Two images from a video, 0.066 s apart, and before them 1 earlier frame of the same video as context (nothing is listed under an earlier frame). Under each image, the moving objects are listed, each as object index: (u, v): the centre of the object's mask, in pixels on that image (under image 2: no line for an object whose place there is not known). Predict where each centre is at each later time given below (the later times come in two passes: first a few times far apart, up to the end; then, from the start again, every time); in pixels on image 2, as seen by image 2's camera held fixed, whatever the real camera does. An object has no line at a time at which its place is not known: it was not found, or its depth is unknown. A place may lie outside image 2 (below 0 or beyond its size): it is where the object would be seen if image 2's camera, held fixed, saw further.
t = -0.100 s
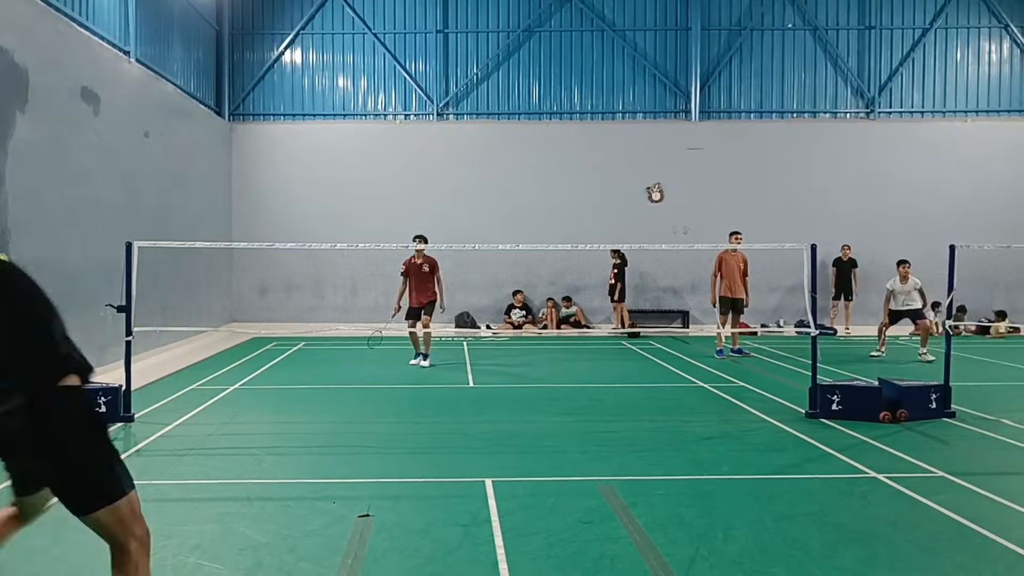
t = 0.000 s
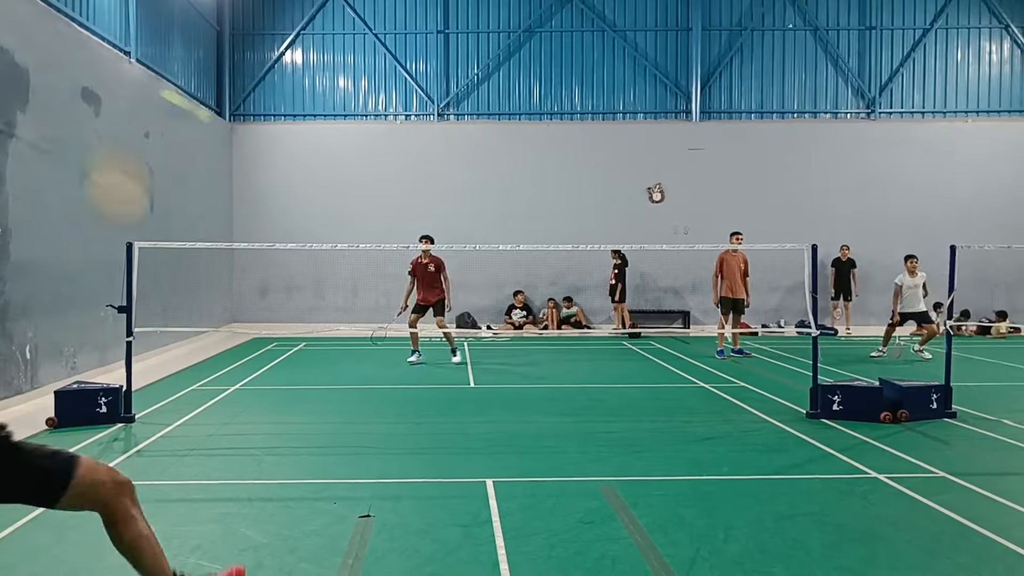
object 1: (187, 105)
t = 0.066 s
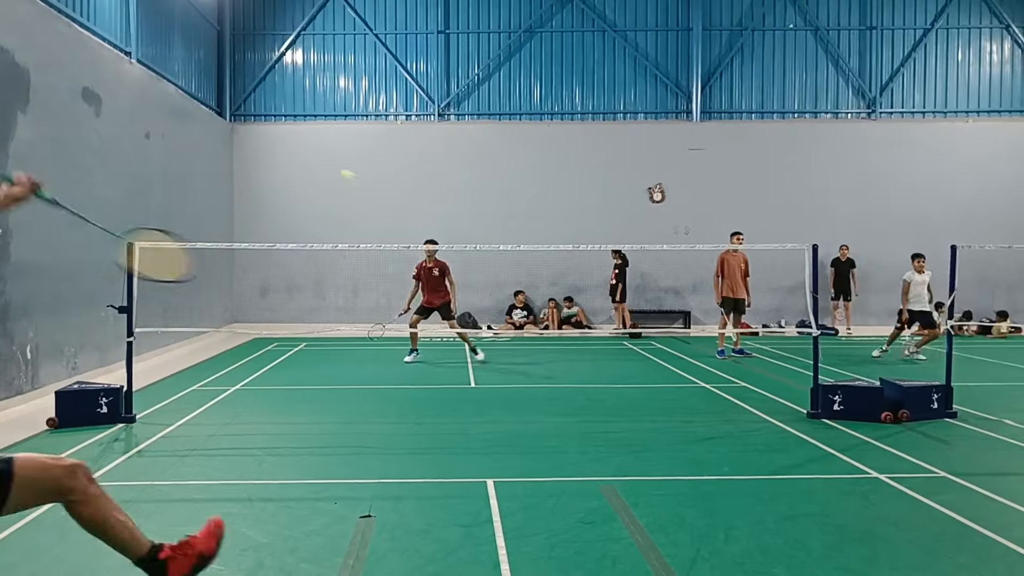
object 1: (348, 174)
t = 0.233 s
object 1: (448, 226)
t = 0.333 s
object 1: (477, 250)
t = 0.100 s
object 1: (385, 192)
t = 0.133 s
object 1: (409, 204)
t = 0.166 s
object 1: (427, 213)
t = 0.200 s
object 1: (435, 218)
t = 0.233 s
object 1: (448, 226)
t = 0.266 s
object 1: (460, 235)
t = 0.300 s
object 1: (468, 242)
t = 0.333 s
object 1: (477, 250)
